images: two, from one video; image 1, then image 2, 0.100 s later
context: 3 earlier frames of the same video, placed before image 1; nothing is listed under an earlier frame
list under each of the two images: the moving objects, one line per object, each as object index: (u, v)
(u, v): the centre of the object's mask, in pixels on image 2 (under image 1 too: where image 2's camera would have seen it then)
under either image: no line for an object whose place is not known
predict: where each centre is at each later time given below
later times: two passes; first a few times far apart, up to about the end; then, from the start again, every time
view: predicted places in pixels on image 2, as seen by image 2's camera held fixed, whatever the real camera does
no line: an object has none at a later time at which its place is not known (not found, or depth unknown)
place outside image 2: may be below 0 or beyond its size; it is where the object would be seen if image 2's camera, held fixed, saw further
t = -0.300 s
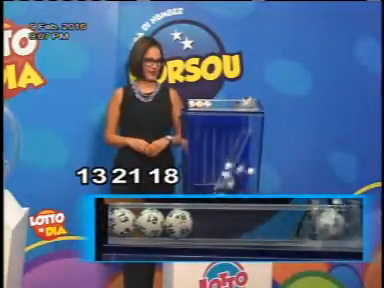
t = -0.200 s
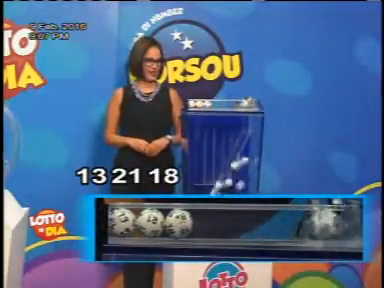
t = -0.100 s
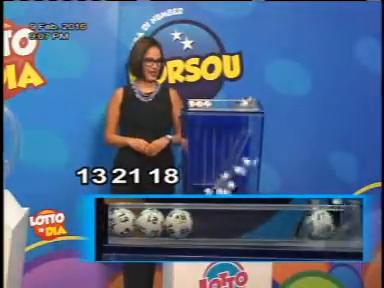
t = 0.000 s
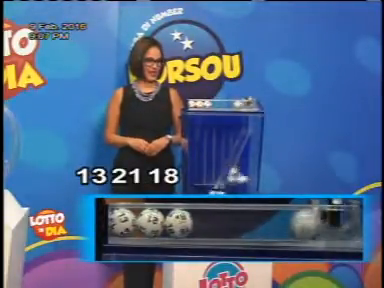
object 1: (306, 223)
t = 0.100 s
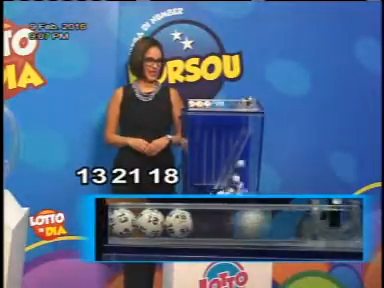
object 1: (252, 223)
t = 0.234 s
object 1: (220, 223)
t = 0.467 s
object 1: (207, 223)
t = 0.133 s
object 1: (227, 224)
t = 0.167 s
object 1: (210, 223)
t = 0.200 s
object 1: (220, 223)
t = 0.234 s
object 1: (220, 223)
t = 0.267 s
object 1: (217, 223)
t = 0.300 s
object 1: (212, 223)
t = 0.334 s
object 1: (211, 223)
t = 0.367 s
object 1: (209, 223)
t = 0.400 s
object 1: (208, 223)
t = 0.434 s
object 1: (207, 223)
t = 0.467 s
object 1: (207, 223)
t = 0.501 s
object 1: (207, 223)
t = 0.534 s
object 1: (207, 223)
